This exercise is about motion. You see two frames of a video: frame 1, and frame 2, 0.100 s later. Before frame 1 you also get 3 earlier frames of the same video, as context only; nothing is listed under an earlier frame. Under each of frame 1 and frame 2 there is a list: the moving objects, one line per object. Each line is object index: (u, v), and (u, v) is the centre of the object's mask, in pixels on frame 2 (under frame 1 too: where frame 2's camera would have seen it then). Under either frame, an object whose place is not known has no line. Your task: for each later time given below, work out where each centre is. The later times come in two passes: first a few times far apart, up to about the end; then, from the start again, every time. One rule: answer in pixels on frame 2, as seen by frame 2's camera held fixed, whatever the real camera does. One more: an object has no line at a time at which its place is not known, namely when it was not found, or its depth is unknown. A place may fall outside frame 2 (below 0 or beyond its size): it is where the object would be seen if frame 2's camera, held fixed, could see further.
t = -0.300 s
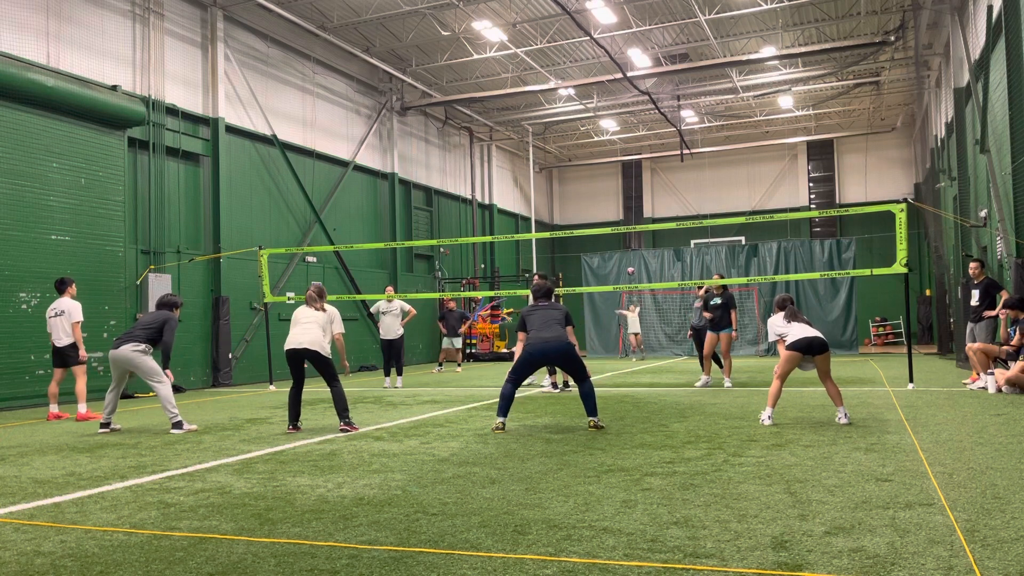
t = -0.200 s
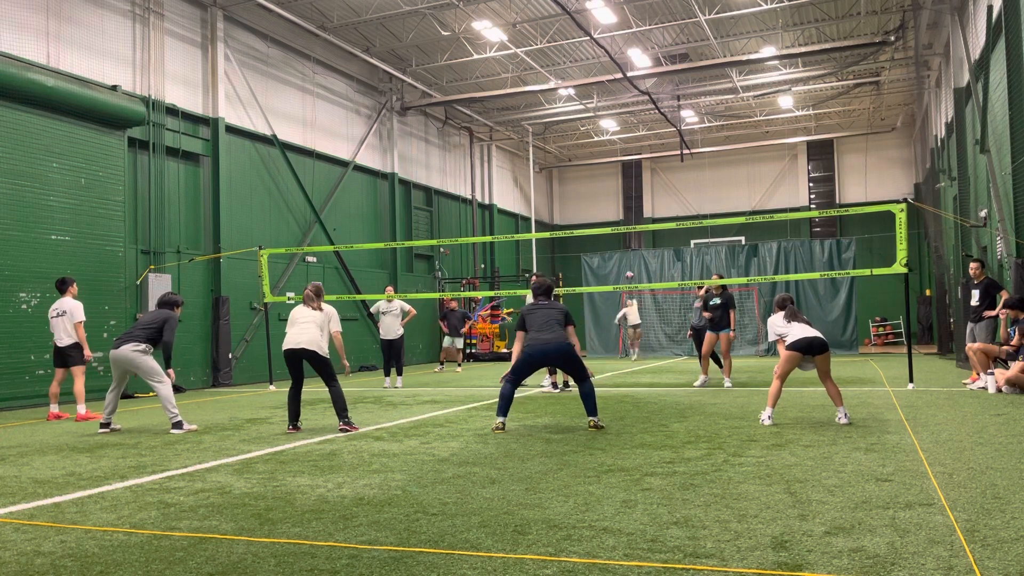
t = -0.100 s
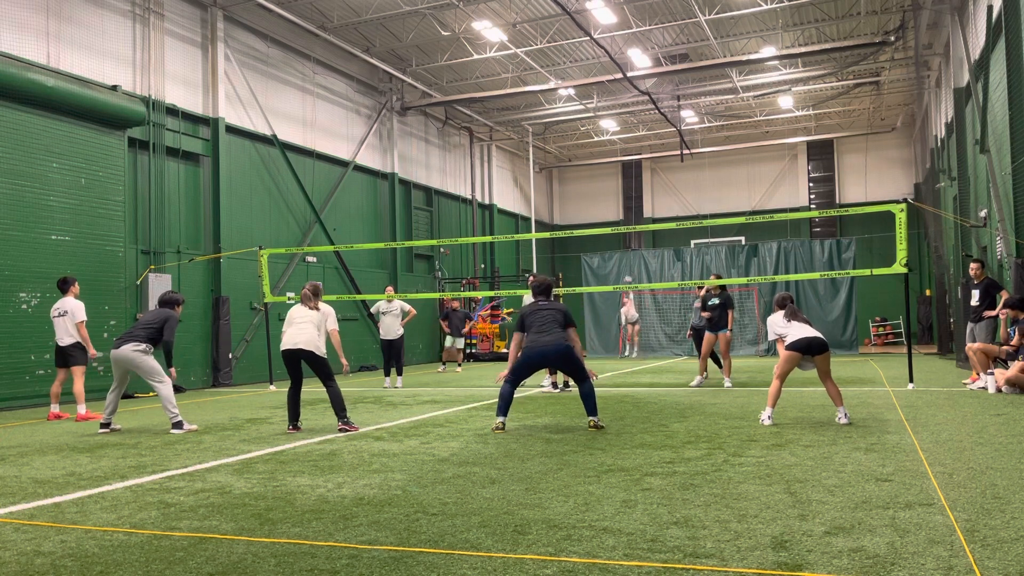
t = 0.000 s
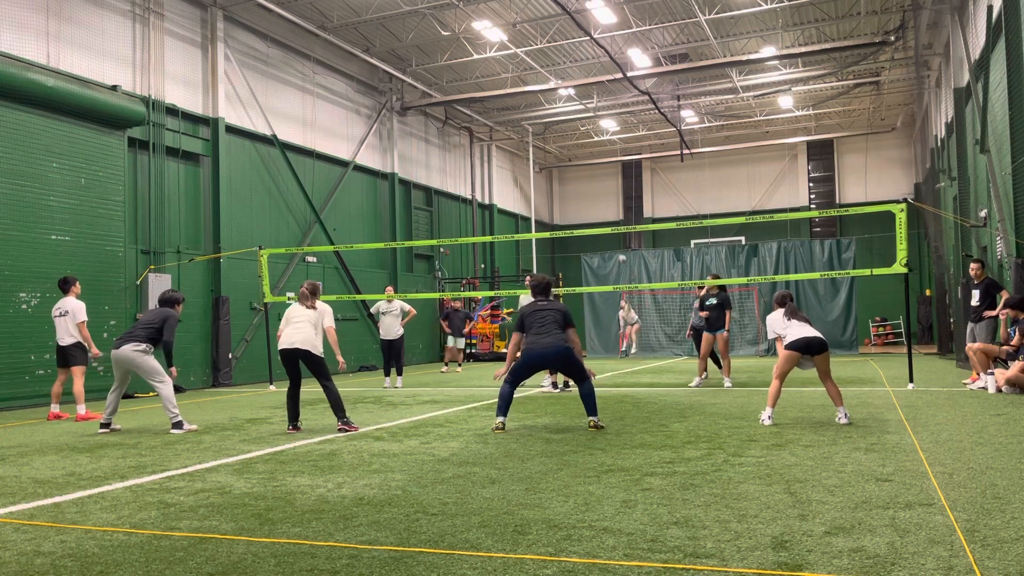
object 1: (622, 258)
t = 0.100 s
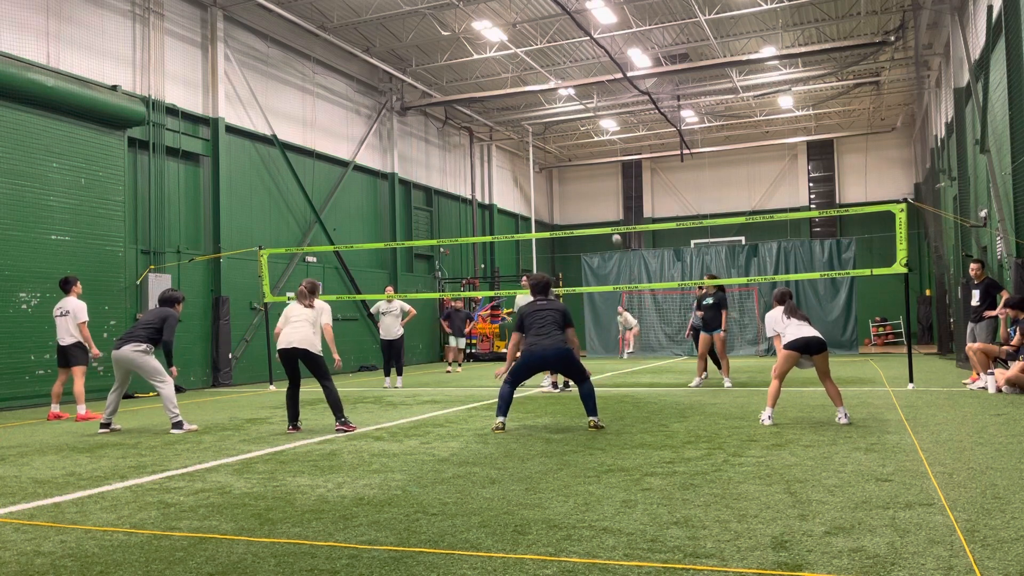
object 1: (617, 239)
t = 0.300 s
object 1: (605, 210)
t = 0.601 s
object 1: (583, 199)
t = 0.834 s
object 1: (560, 242)
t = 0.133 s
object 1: (615, 235)
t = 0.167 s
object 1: (612, 225)
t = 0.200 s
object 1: (611, 222)
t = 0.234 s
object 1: (609, 217)
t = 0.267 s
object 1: (607, 214)
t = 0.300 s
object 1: (605, 210)
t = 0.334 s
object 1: (603, 206)
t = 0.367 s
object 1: (602, 203)
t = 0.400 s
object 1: (600, 200)
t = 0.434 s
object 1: (598, 198)
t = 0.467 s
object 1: (595, 197)
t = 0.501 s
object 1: (592, 196)
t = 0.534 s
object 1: (589, 197)
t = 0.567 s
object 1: (586, 198)
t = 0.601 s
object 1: (583, 199)
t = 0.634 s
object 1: (580, 202)
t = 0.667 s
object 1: (576, 206)
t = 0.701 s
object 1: (573, 211)
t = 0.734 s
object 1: (569, 217)
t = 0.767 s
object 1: (566, 223)
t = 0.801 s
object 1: (563, 232)
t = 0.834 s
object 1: (560, 242)
